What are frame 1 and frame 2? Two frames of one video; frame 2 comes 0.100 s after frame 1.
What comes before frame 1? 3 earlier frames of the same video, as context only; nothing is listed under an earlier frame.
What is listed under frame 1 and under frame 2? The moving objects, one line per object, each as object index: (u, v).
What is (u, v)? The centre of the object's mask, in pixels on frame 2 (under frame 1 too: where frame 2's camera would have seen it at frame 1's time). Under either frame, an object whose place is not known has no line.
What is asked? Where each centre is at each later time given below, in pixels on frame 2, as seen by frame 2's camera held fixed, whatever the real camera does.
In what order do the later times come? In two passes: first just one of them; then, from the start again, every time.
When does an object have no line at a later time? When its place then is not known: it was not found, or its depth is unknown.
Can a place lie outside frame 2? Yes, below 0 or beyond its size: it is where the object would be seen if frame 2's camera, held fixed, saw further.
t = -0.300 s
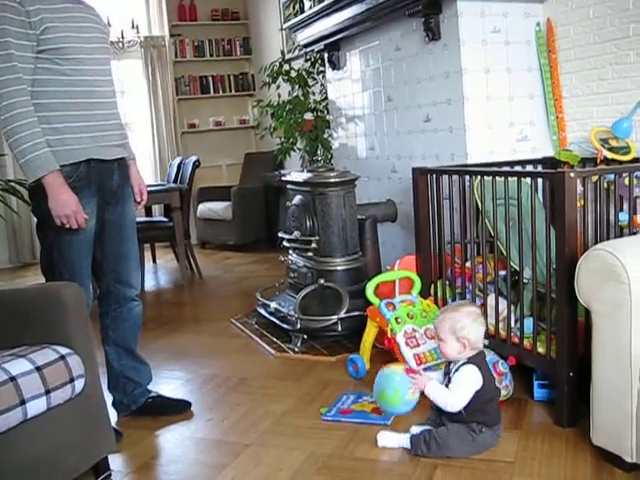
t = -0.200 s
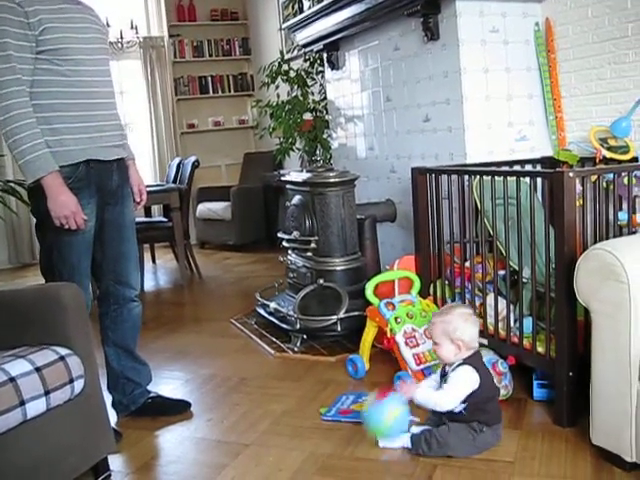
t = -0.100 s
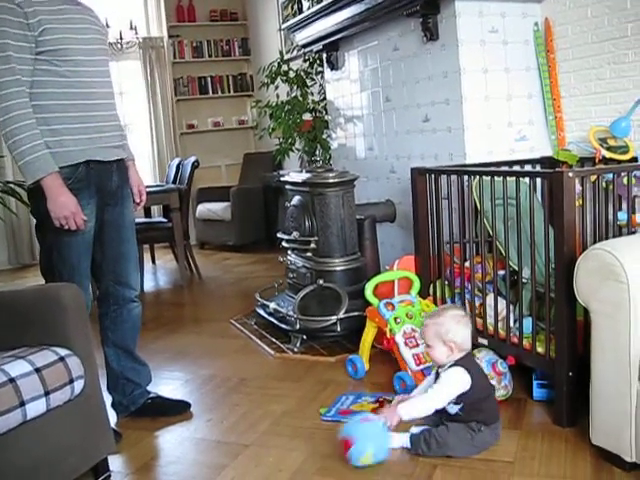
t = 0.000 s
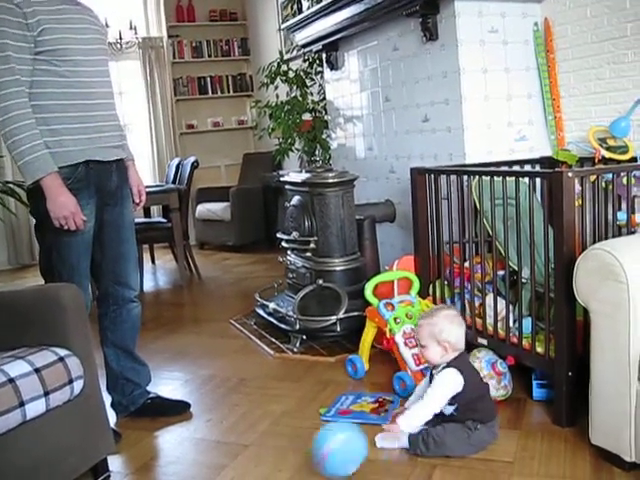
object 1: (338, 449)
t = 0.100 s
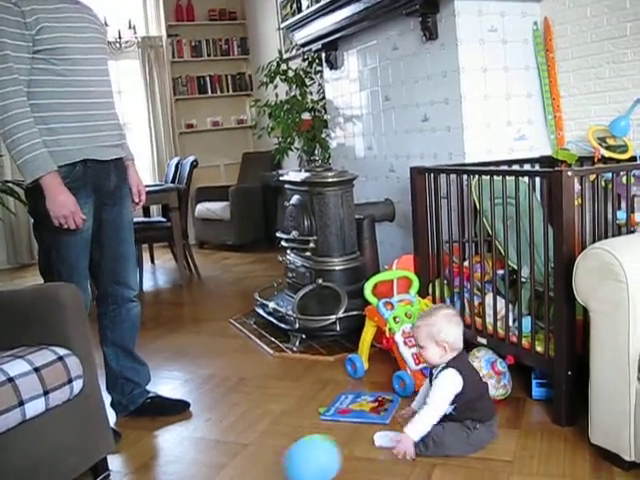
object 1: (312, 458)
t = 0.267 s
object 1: (268, 470)
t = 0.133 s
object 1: (304, 460)
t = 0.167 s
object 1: (295, 462)
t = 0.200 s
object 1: (286, 464)
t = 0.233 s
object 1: (278, 466)
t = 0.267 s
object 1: (268, 470)
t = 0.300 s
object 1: (260, 472)
